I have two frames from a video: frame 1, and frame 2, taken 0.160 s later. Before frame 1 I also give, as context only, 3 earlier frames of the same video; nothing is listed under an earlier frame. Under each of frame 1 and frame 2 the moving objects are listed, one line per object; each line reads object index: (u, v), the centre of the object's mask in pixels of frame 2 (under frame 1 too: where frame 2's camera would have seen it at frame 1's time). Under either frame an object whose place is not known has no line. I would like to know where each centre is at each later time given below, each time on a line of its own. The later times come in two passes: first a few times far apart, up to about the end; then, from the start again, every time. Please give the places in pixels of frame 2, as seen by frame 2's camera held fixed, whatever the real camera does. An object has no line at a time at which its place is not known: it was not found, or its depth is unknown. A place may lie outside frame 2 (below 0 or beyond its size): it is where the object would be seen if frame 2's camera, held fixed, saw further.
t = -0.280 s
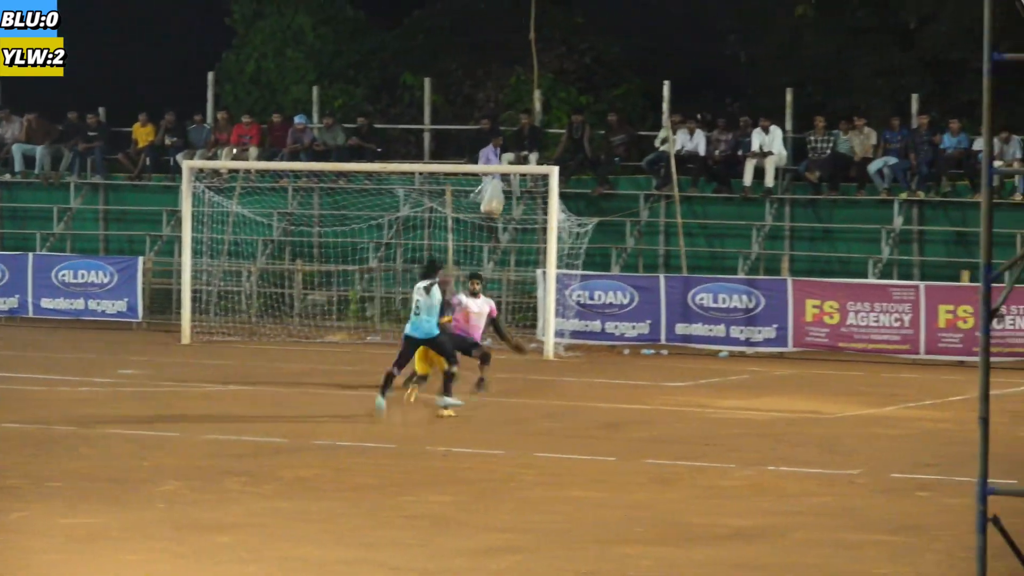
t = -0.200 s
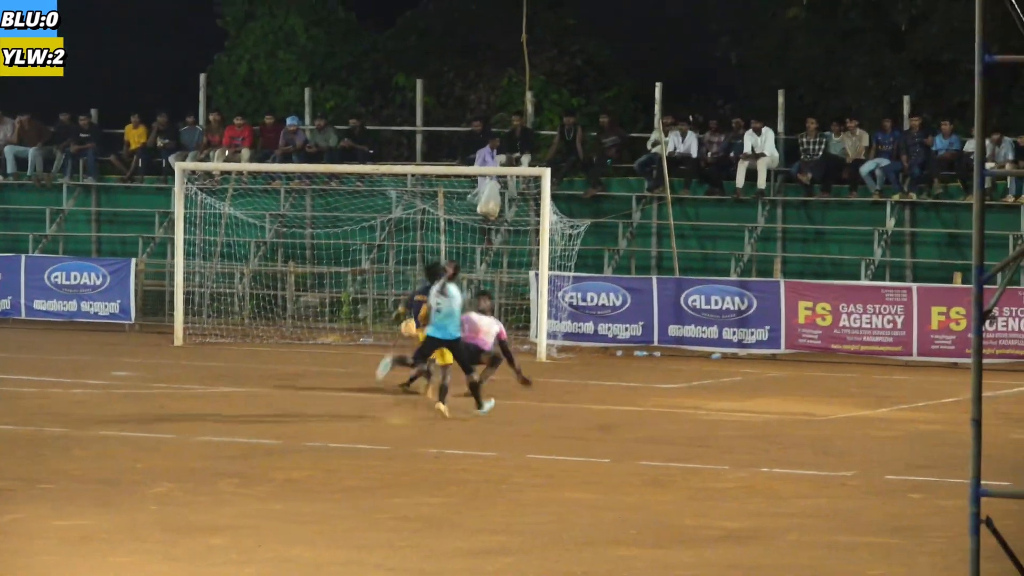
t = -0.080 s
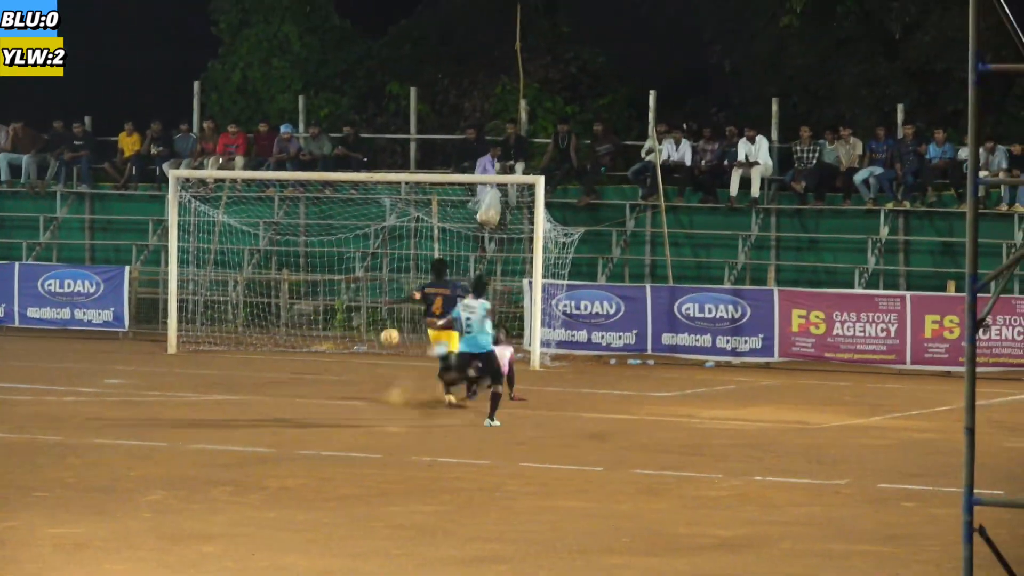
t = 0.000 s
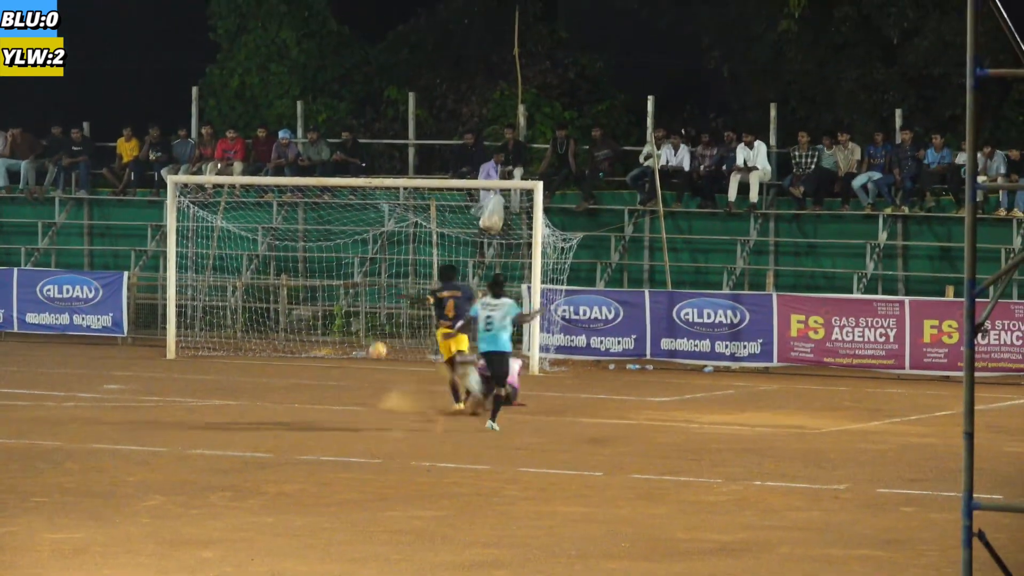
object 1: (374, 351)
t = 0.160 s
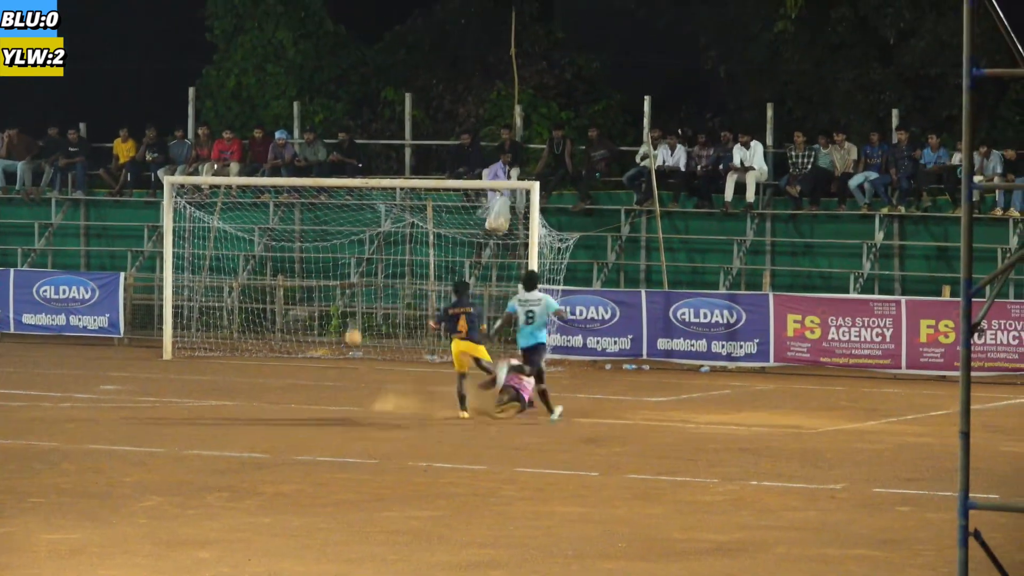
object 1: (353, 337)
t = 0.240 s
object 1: (344, 324)
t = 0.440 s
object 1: (317, 300)
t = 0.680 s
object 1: (269, 303)
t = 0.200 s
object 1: (349, 330)
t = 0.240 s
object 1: (344, 324)
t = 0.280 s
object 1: (340, 318)
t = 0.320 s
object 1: (337, 312)
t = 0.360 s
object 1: (332, 306)
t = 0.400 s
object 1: (324, 303)
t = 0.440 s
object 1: (317, 300)
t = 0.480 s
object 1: (308, 297)
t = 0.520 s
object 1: (299, 295)
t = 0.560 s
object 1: (292, 295)
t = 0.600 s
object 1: (284, 296)
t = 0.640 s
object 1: (276, 299)
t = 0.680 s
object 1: (269, 303)
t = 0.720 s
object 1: (261, 307)
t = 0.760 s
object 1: (252, 313)
